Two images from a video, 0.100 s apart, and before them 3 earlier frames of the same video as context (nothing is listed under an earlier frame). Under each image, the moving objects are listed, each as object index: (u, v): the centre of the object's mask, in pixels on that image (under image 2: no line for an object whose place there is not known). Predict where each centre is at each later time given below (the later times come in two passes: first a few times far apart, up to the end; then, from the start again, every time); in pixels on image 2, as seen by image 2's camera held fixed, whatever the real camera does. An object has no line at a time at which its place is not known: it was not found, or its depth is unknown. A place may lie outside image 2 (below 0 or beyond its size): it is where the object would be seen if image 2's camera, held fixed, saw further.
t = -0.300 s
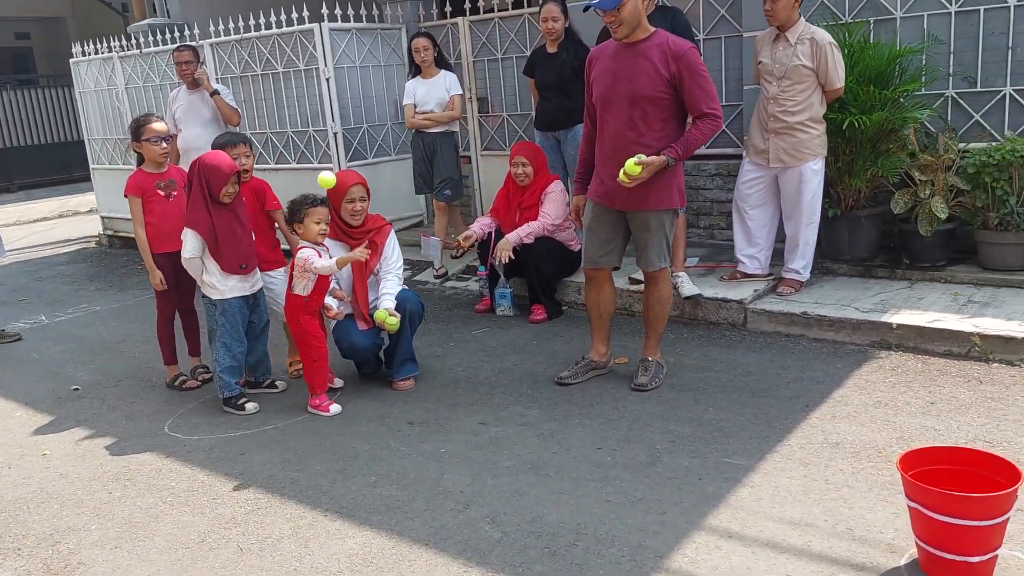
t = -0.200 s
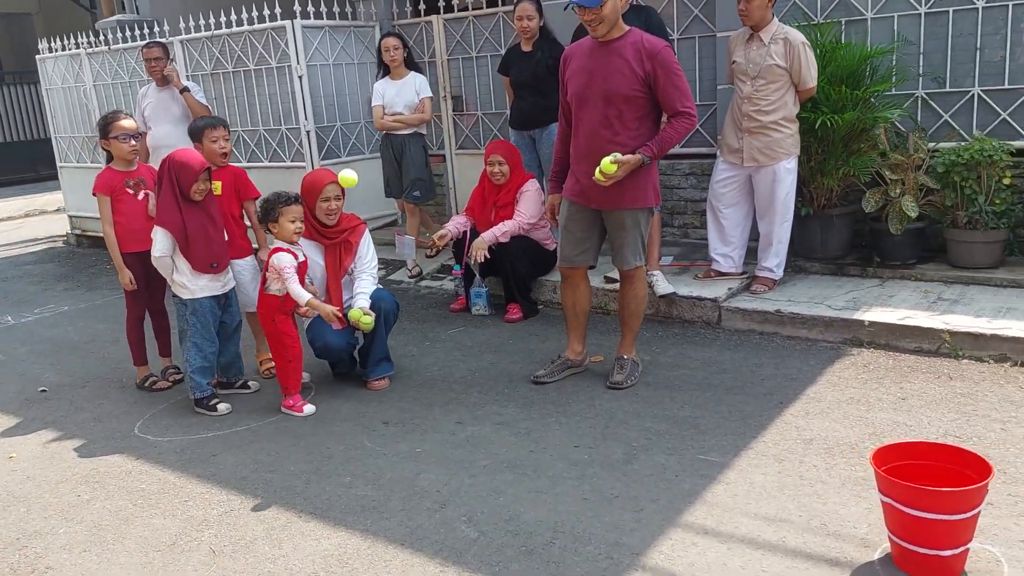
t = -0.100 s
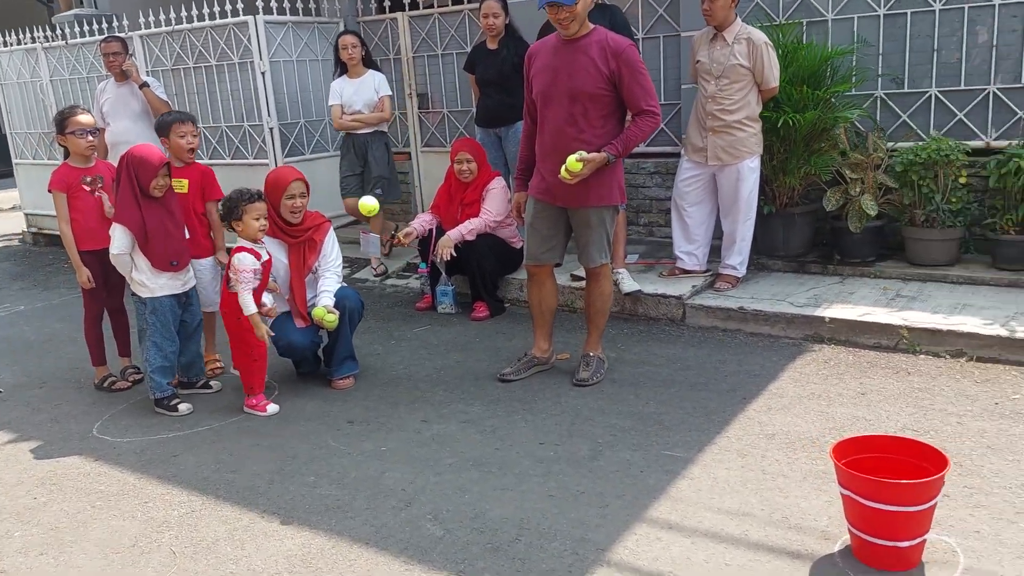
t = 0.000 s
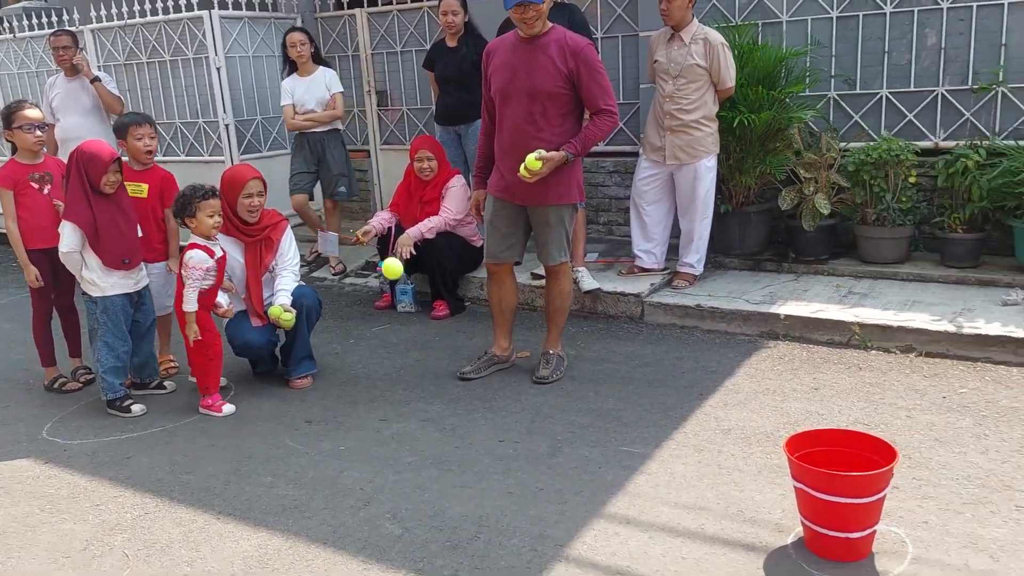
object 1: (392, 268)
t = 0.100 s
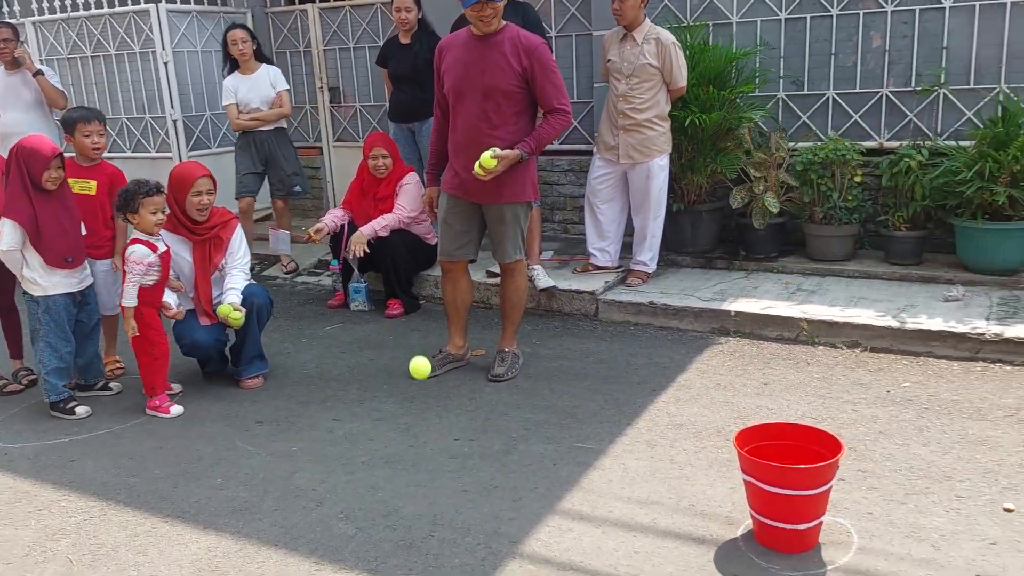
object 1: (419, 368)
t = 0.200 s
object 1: (496, 496)
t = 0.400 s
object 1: (564, 361)
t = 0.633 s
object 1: (675, 356)
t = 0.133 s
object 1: (446, 410)
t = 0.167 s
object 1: (472, 456)
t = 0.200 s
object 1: (496, 496)
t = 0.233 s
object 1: (506, 468)
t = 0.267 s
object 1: (516, 441)
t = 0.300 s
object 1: (527, 417)
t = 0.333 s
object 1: (538, 395)
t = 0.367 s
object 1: (551, 376)
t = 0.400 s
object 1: (564, 361)
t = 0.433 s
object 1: (578, 348)
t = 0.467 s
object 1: (592, 339)
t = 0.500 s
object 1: (608, 334)
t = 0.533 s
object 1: (624, 333)
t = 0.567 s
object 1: (640, 337)
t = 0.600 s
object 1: (657, 344)
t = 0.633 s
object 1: (675, 356)
